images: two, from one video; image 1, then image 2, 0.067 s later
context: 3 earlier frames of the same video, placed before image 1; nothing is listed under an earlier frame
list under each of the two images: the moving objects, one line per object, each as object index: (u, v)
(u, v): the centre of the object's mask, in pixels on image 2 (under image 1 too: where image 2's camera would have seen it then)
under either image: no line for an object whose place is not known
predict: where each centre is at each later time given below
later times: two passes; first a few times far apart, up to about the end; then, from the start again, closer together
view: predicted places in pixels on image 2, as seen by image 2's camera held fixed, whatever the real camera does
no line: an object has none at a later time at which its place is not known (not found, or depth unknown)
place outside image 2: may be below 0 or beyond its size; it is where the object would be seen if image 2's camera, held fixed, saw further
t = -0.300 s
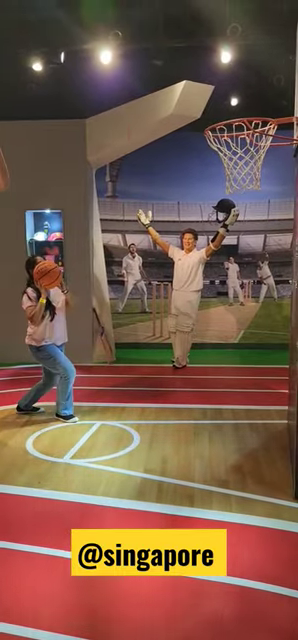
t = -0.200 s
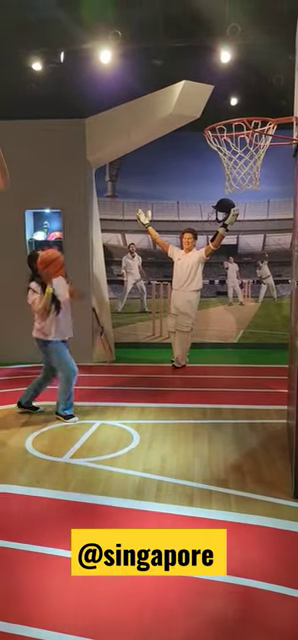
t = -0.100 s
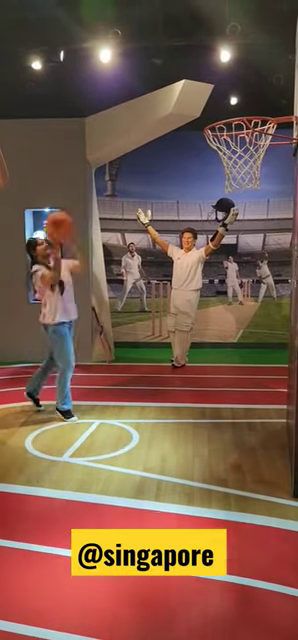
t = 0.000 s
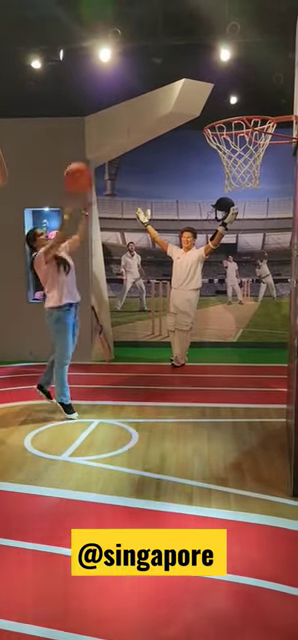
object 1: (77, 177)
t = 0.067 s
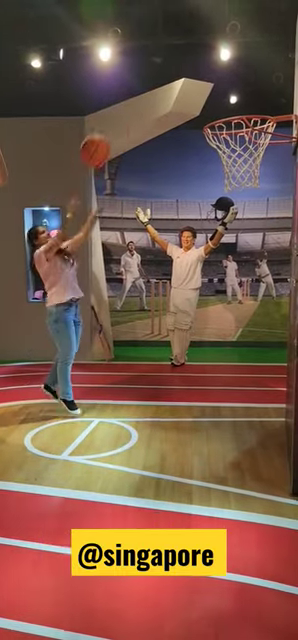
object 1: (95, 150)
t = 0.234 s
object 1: (141, 105)
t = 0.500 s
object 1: (220, 104)
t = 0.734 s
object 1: (268, 156)
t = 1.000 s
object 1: (254, 242)
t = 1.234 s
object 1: (242, 378)
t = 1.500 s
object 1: (208, 364)
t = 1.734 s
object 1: (173, 353)
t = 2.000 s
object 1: (142, 410)
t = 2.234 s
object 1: (118, 382)
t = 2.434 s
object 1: (107, 404)
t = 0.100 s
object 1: (103, 140)
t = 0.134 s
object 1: (112, 129)
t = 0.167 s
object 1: (122, 120)
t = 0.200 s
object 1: (131, 112)
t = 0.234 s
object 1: (141, 105)
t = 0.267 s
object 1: (149, 100)
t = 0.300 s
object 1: (159, 96)
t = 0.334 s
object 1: (170, 94)
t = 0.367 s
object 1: (178, 93)
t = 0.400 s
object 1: (189, 94)
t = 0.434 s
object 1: (200, 97)
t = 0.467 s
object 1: (210, 101)
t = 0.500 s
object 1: (220, 104)
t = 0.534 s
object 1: (231, 109)
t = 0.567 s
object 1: (242, 122)
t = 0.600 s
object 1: (252, 133)
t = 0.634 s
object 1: (262, 142)
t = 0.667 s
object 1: (268, 149)
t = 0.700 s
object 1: (269, 152)
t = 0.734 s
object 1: (268, 156)
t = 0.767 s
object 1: (266, 161)
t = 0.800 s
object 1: (264, 170)
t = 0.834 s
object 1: (263, 178)
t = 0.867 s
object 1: (261, 188)
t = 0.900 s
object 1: (259, 199)
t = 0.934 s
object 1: (258, 211)
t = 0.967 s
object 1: (255, 227)
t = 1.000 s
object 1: (254, 242)
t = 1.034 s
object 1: (251, 258)
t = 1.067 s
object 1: (251, 276)
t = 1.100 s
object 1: (248, 295)
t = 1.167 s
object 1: (246, 336)
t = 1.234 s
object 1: (242, 378)
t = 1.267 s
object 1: (239, 405)
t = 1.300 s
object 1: (238, 430)
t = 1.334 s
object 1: (231, 420)
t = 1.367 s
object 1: (227, 404)
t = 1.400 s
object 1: (223, 395)
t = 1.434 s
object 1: (218, 383)
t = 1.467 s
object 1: (215, 374)
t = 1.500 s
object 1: (208, 364)
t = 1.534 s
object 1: (202, 358)
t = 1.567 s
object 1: (198, 356)
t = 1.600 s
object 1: (193, 353)
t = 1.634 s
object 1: (189, 349)
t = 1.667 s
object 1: (182, 348)
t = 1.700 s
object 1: (177, 349)
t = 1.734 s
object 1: (173, 353)
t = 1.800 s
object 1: (161, 358)
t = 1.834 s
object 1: (158, 364)
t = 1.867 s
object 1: (153, 369)
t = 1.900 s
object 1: (148, 377)
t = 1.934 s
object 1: (145, 387)
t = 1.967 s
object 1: (145, 398)
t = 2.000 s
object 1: (142, 410)
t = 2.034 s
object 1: (138, 409)
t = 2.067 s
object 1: (135, 400)
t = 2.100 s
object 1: (132, 395)
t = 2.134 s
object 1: (129, 390)
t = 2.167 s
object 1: (124, 384)
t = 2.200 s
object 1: (122, 382)
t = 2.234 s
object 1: (118, 382)
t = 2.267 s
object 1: (116, 381)
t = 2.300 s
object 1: (113, 383)
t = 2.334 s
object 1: (112, 388)
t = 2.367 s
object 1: (111, 392)
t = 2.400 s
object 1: (109, 396)
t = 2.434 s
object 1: (107, 404)
